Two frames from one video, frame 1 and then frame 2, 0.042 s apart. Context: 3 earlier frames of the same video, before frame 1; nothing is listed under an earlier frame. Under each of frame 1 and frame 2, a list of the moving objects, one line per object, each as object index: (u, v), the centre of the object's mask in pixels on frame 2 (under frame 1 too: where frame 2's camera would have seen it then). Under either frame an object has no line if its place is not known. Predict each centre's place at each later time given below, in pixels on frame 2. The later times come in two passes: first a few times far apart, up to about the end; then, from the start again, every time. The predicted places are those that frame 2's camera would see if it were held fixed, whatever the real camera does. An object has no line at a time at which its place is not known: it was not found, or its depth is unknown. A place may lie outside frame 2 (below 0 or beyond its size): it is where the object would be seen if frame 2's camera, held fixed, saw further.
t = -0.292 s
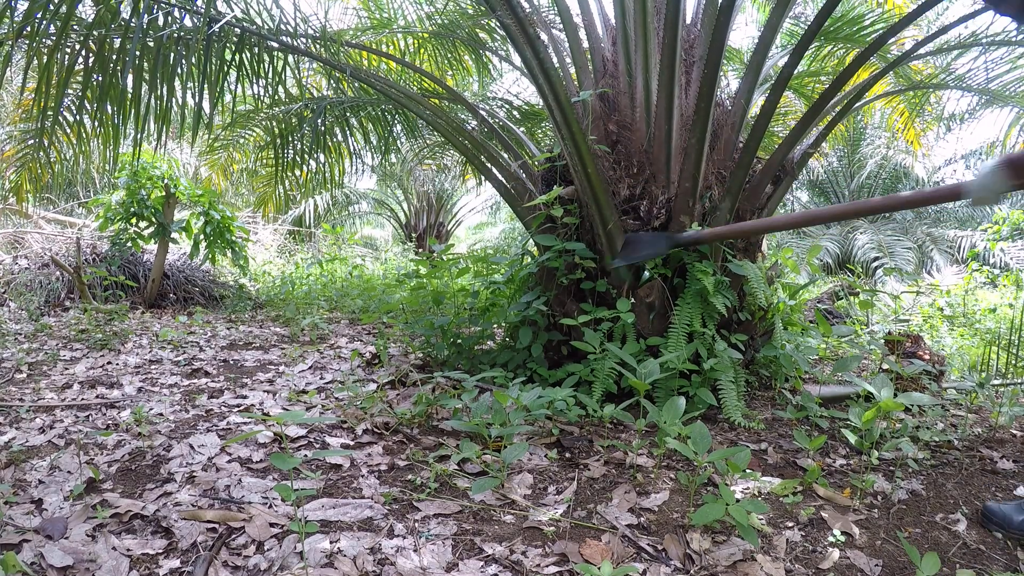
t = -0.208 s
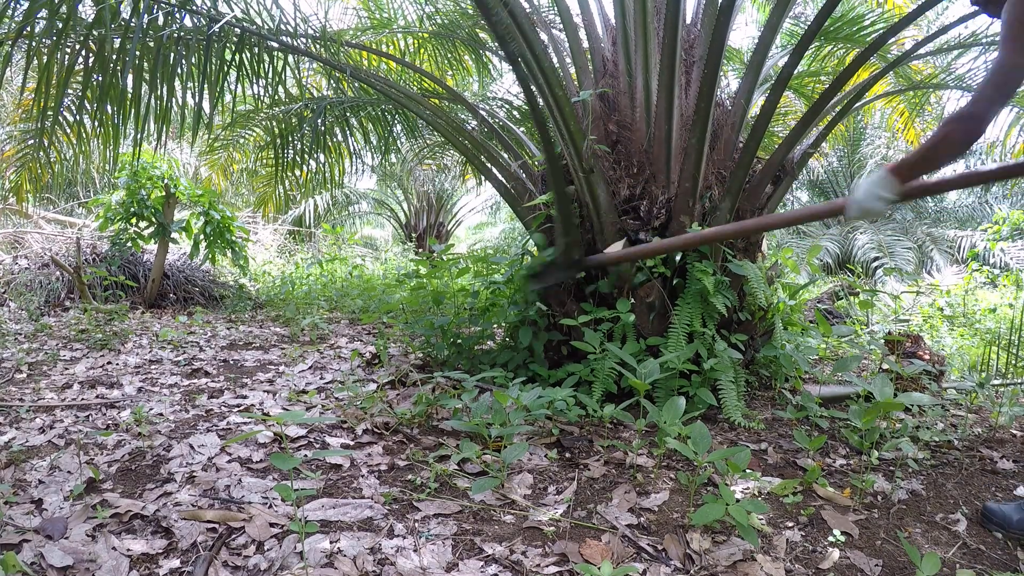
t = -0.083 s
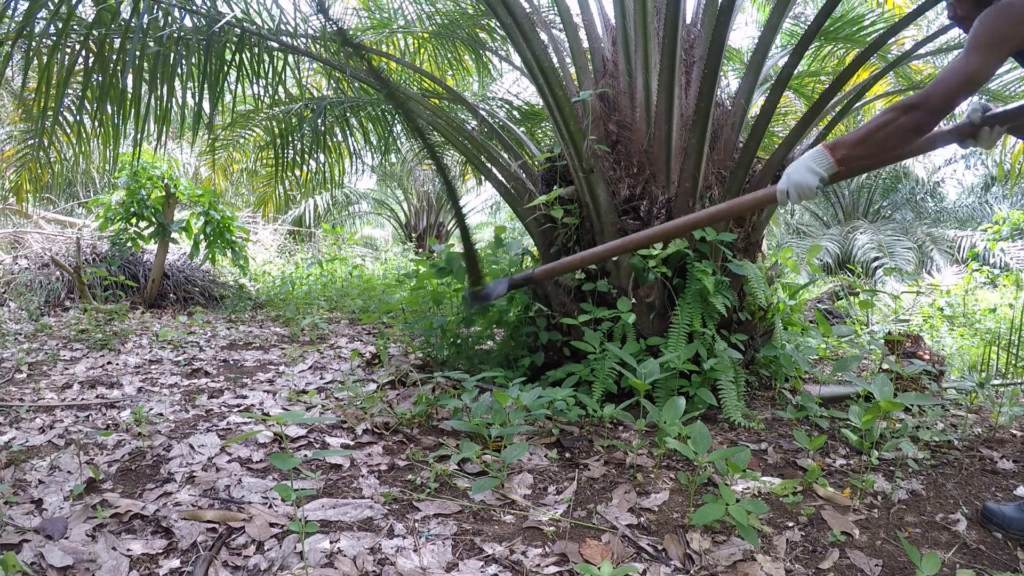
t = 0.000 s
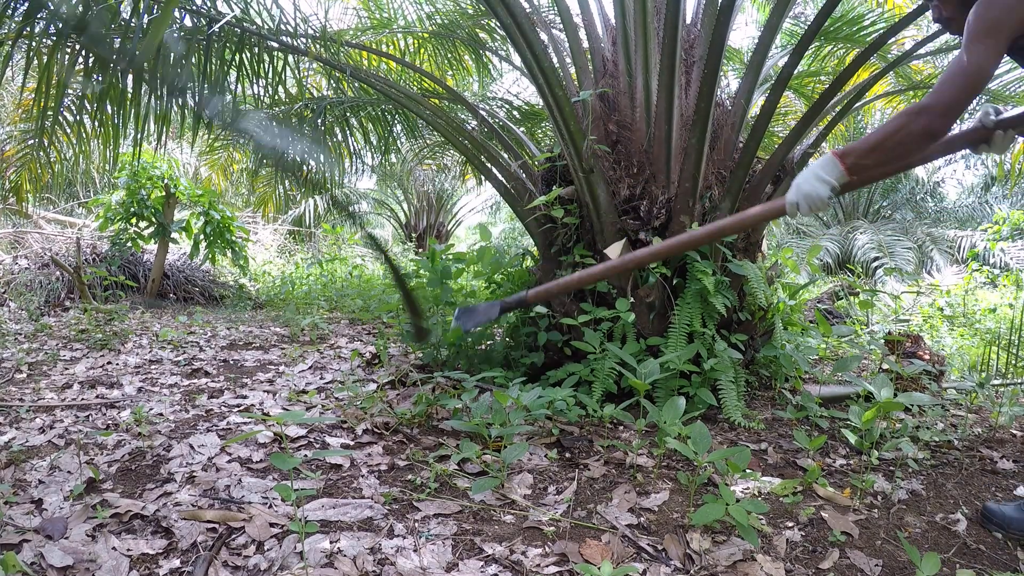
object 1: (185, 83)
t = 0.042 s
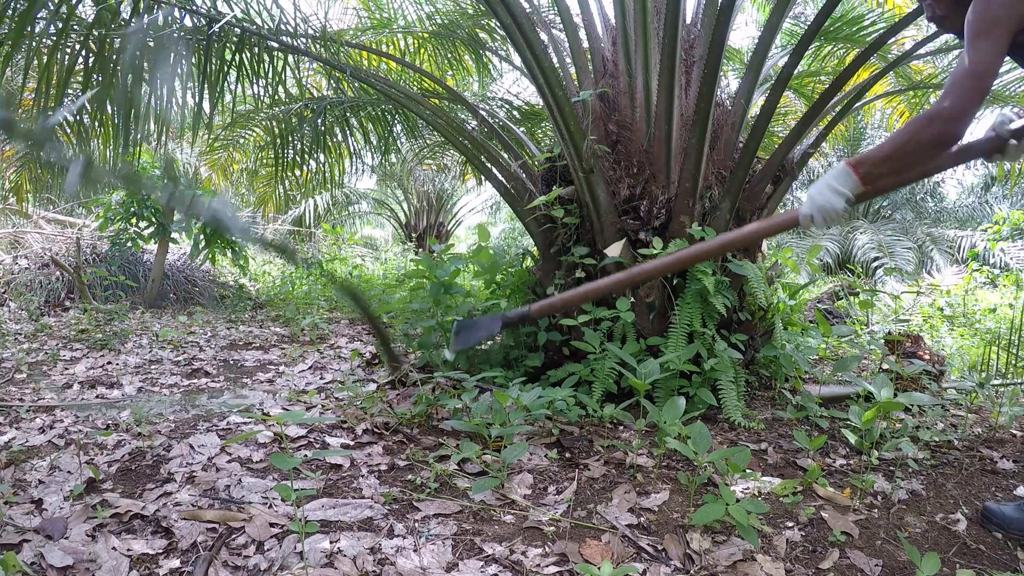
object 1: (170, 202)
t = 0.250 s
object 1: (164, 459)
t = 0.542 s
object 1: (169, 436)
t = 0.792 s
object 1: (151, 461)
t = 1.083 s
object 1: (159, 458)
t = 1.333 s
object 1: (158, 458)
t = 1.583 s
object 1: (160, 457)
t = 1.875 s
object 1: (158, 458)
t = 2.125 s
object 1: (159, 458)
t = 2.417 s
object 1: (158, 458)
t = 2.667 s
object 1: (158, 459)
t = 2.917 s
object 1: (158, 458)
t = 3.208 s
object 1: (157, 459)
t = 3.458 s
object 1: (158, 459)
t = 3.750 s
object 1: (142, 455)
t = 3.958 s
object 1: (142, 455)
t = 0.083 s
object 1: (154, 300)
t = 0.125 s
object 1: (166, 366)
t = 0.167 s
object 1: (151, 401)
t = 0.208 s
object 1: (171, 428)
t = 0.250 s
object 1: (164, 459)
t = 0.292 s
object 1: (170, 477)
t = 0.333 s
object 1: (162, 478)
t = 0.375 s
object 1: (125, 490)
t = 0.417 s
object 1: (157, 462)
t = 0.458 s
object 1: (159, 450)
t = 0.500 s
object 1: (159, 443)
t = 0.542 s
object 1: (169, 436)
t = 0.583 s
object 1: (161, 442)
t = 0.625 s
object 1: (161, 448)
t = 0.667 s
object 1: (161, 453)
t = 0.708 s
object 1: (160, 458)
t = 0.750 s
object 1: (159, 461)
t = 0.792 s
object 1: (151, 461)
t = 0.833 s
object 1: (156, 460)
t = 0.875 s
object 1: (156, 459)
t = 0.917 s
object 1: (158, 458)
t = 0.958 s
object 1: (157, 458)
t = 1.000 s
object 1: (158, 458)
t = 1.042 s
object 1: (159, 458)
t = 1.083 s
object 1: (159, 458)
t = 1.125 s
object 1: (159, 458)
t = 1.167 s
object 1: (160, 457)
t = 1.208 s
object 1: (160, 457)
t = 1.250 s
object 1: (159, 458)
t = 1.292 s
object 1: (158, 458)
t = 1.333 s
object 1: (158, 458)
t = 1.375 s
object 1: (157, 458)
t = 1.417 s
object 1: (145, 456)
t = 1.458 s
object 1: (143, 455)
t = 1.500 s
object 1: (159, 458)
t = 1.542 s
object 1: (159, 458)
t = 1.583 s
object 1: (160, 457)
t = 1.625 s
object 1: (143, 454)
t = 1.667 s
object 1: (146, 455)
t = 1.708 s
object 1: (159, 458)
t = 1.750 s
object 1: (158, 458)
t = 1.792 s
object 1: (158, 458)
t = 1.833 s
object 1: (158, 458)
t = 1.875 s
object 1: (158, 458)
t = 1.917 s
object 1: (158, 458)
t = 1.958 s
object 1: (158, 458)
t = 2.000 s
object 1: (159, 458)
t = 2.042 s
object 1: (159, 458)
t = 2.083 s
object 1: (159, 458)
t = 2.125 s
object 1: (159, 458)
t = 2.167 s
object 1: (159, 458)
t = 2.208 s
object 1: (158, 458)
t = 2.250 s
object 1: (158, 458)
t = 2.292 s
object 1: (158, 458)
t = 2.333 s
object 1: (157, 458)
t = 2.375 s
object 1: (158, 459)
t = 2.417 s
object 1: (158, 458)
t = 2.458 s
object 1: (158, 458)
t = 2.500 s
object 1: (140, 458)
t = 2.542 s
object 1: (158, 458)
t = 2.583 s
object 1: (144, 456)
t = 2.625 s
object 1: (158, 458)
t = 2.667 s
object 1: (158, 459)
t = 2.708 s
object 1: (157, 459)
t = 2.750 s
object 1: (158, 458)
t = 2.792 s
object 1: (158, 458)
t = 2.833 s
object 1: (158, 458)
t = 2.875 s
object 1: (158, 458)
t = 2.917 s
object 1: (158, 458)
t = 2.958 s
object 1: (158, 458)
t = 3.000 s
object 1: (128, 455)
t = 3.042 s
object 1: (158, 458)
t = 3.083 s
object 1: (158, 458)
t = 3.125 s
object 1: (158, 458)
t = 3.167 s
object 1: (158, 459)
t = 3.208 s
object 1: (157, 459)
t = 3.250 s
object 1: (157, 459)
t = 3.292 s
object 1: (158, 458)
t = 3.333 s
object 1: (158, 458)
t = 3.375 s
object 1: (158, 458)
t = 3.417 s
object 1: (158, 458)
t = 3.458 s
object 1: (158, 459)
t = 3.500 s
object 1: (140, 459)
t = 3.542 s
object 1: (141, 454)
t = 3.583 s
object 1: (139, 452)
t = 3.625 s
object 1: (139, 453)
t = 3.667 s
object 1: (141, 454)
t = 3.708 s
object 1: (141, 455)
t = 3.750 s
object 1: (142, 455)
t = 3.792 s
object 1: (141, 455)
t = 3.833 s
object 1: (140, 454)
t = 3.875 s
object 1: (139, 452)
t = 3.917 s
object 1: (140, 453)
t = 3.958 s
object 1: (142, 455)
